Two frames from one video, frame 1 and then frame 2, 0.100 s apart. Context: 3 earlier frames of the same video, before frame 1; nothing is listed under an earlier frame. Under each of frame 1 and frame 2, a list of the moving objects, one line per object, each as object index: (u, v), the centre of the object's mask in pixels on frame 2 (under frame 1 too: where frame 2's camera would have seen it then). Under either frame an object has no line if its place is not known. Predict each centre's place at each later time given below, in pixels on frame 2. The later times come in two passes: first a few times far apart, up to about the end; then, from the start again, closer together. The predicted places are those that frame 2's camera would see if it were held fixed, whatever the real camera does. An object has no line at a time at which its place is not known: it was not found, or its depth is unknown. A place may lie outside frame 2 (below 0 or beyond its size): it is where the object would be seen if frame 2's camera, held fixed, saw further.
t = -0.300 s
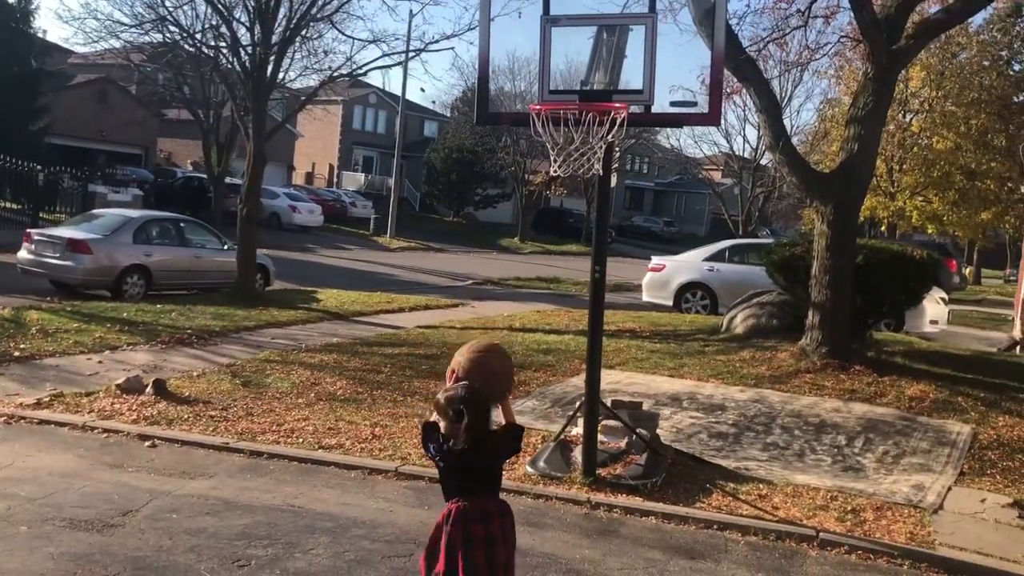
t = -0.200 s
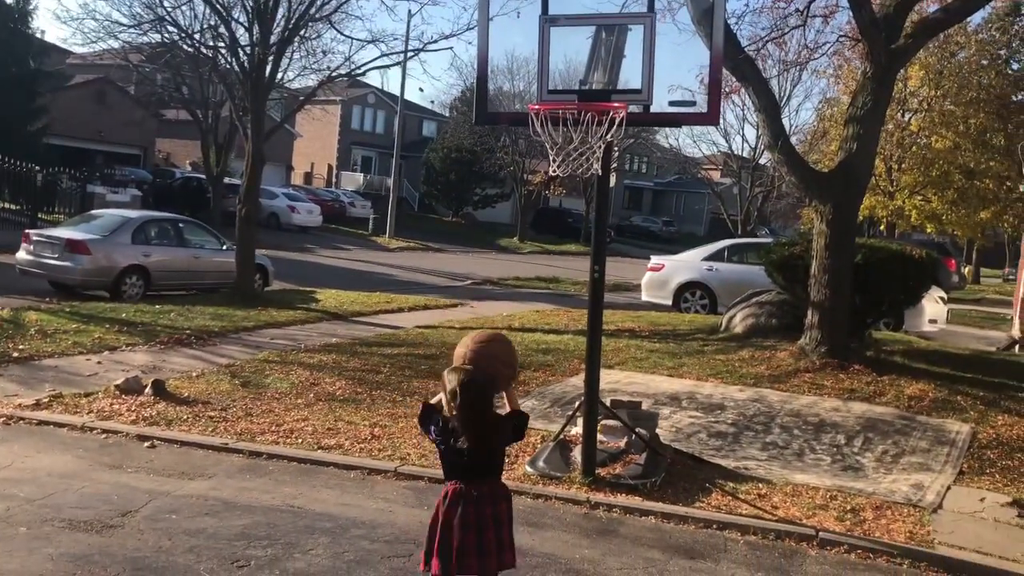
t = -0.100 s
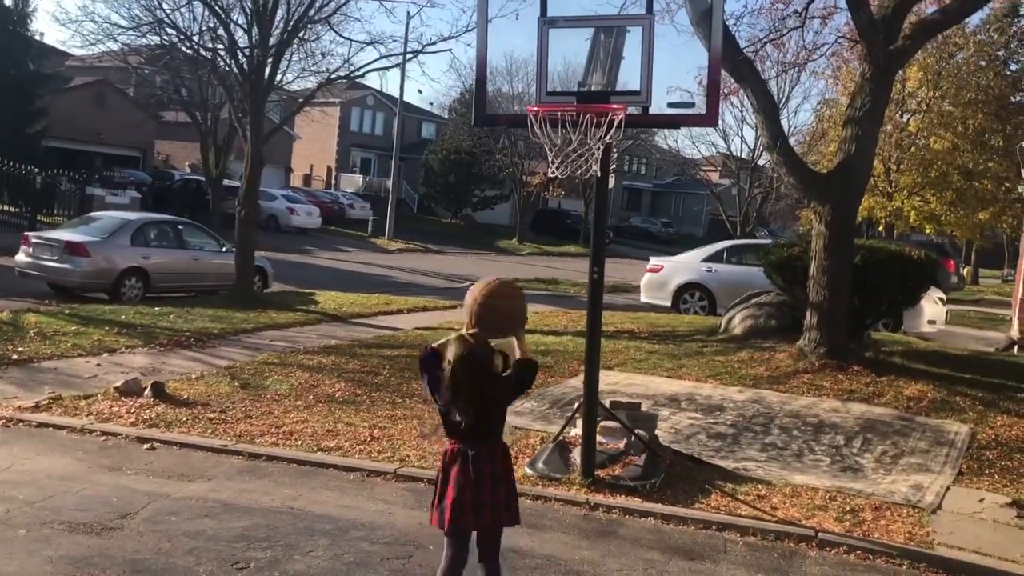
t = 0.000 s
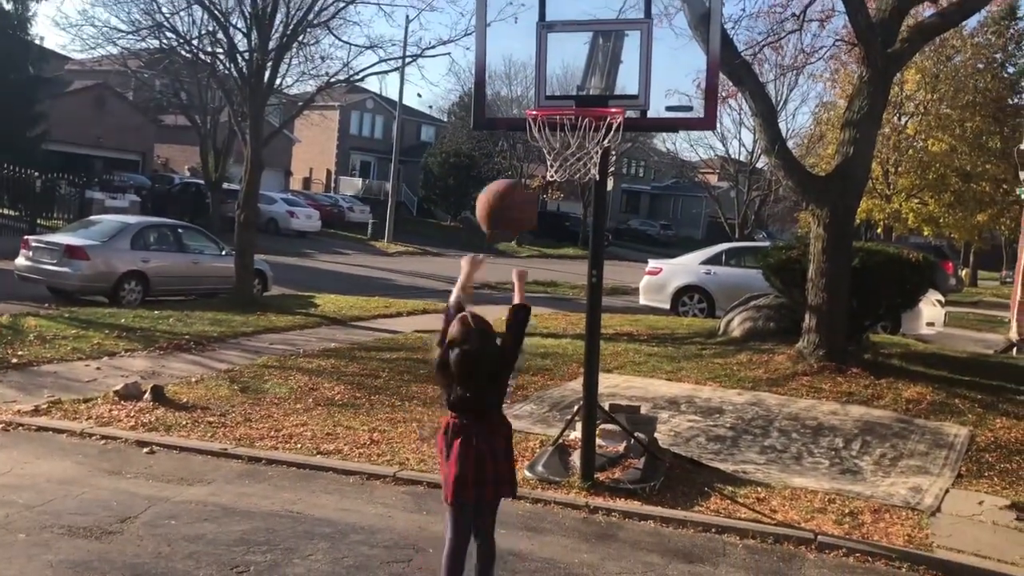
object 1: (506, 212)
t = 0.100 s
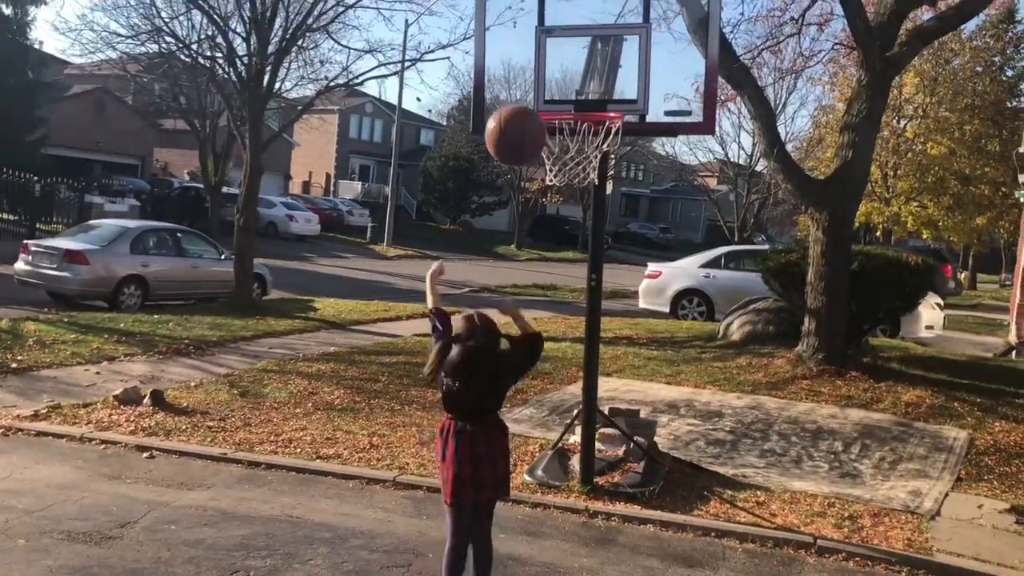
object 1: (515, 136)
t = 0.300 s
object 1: (525, 58)
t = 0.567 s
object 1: (523, 105)
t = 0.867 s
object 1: (507, 310)
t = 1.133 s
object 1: (489, 439)
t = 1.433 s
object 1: (479, 272)
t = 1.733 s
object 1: (450, 263)
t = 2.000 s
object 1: (413, 388)
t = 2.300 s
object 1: (373, 383)
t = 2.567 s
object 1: (338, 328)
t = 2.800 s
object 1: (296, 383)
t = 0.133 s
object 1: (518, 116)
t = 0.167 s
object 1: (519, 98)
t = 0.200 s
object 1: (522, 83)
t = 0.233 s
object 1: (523, 72)
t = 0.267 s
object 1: (524, 64)
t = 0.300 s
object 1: (525, 58)
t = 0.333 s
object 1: (525, 56)
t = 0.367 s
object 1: (526, 55)
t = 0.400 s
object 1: (526, 57)
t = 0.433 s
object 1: (526, 62)
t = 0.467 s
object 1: (525, 69)
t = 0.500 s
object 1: (525, 78)
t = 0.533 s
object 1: (524, 90)
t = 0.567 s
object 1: (523, 105)
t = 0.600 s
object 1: (522, 120)
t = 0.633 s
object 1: (521, 138)
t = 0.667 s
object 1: (519, 157)
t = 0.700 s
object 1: (517, 178)
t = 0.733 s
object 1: (515, 201)
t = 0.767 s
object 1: (512, 226)
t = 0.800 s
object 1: (510, 252)
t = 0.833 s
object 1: (510, 281)
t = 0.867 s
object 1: (507, 310)
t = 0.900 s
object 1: (504, 341)
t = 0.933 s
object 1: (501, 373)
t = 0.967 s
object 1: (498, 407)
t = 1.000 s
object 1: (494, 441)
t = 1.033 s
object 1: (492, 478)
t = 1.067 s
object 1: (490, 497)
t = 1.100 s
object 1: (490, 468)
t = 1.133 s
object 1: (489, 439)
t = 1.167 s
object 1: (489, 413)
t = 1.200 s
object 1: (489, 389)
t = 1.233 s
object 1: (488, 367)
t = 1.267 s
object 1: (487, 346)
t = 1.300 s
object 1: (487, 328)
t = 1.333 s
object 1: (485, 310)
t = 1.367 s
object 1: (481, 297)
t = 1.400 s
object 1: (481, 282)
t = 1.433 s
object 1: (479, 272)
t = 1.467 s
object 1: (475, 264)
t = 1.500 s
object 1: (472, 258)
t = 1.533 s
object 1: (470, 253)
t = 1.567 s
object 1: (466, 251)
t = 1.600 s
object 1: (465, 249)
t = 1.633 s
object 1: (460, 250)
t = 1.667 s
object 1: (459, 253)
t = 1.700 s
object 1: (453, 258)
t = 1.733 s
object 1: (450, 263)
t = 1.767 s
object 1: (447, 270)
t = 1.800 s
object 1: (443, 279)
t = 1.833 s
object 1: (438, 294)
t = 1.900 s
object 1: (429, 325)
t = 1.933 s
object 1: (424, 346)
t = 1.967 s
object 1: (418, 365)
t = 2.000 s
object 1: (413, 388)
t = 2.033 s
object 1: (407, 412)
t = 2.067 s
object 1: (402, 438)
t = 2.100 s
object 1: (396, 466)
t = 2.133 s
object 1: (392, 478)
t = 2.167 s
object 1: (388, 455)
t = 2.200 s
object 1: (384, 435)
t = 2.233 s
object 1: (380, 417)
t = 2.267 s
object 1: (376, 400)
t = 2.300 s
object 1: (373, 383)
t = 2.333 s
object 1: (369, 372)
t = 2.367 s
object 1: (365, 359)
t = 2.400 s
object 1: (362, 346)
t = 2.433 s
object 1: (358, 339)
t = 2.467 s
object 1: (353, 333)
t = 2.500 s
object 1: (348, 330)
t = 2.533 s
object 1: (342, 330)
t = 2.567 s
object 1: (338, 328)
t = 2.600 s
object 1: (332, 332)
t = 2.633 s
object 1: (327, 335)
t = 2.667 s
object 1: (322, 338)
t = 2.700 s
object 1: (315, 349)
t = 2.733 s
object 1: (309, 360)
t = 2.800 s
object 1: (296, 383)
